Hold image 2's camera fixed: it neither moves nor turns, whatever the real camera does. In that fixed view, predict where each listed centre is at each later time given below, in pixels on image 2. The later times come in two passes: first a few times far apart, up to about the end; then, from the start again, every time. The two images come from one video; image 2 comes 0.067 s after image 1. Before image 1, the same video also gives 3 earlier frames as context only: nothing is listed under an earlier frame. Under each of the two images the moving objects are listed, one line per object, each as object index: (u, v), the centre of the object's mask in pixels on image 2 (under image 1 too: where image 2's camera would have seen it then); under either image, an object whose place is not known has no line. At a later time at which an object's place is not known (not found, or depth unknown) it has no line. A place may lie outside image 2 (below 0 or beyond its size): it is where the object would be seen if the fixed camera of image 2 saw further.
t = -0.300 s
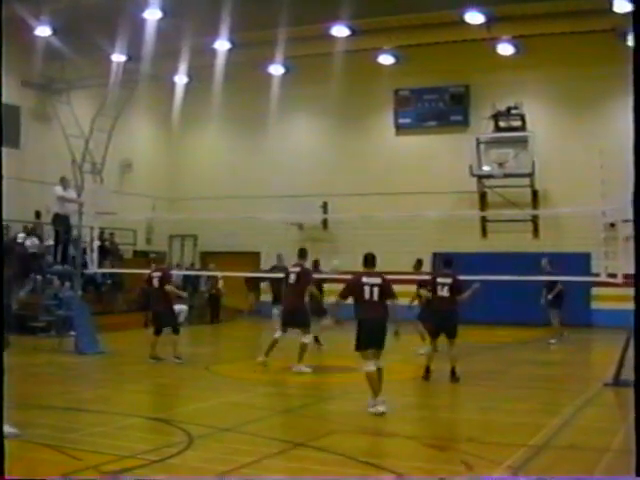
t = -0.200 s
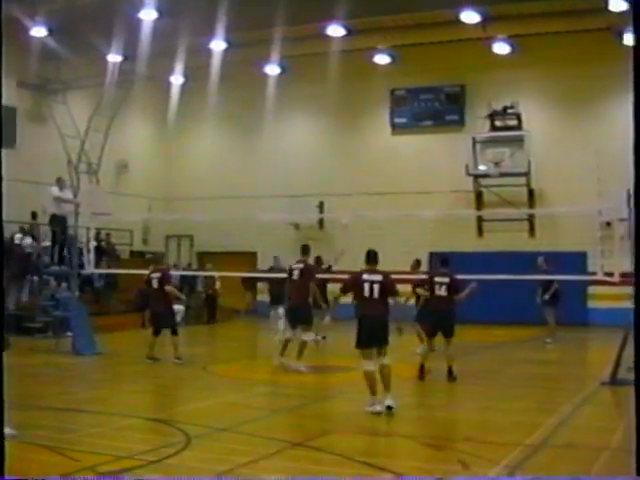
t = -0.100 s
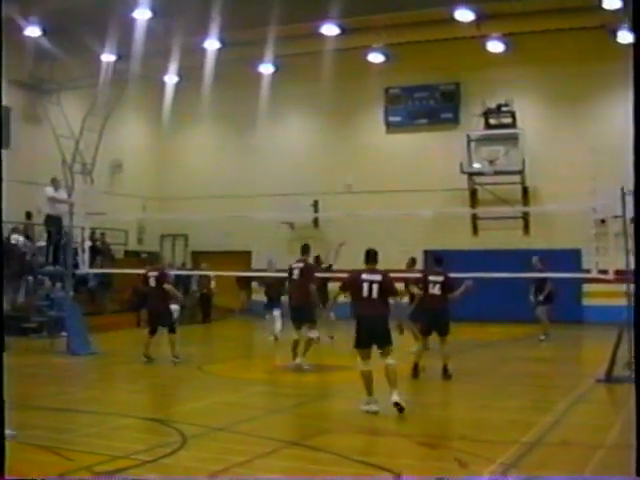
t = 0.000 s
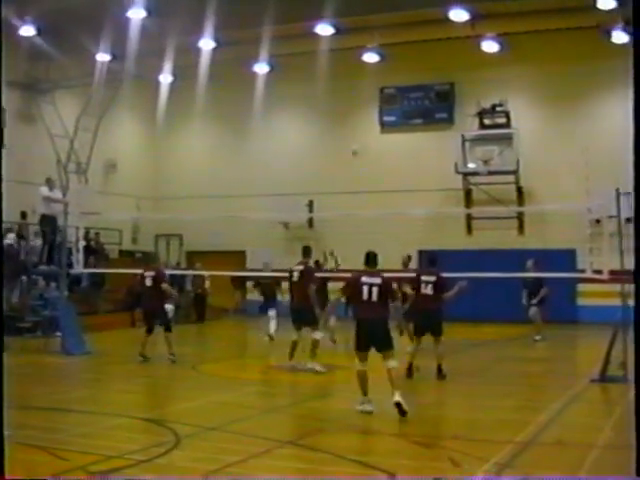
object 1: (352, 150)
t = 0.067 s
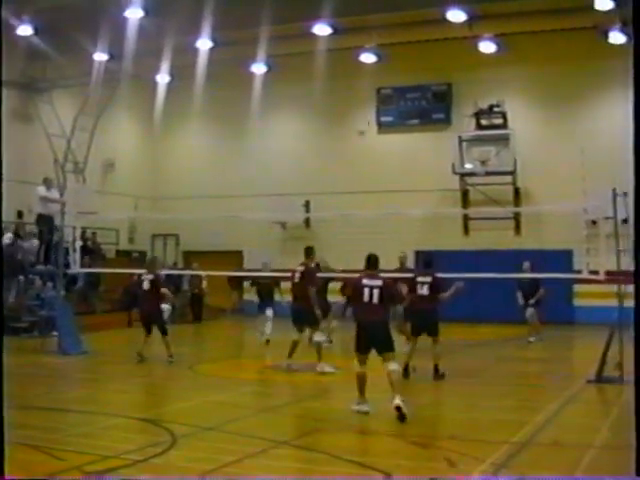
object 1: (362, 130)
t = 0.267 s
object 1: (386, 81)
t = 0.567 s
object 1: (425, 45)
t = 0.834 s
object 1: (463, 55)
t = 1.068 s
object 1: (499, 98)
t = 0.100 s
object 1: (365, 121)
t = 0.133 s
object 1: (367, 112)
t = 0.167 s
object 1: (373, 103)
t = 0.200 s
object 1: (378, 96)
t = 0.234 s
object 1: (382, 89)
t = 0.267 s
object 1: (386, 81)
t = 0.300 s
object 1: (390, 73)
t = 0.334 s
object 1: (394, 67)
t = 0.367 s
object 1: (398, 63)
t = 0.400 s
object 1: (402, 58)
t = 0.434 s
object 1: (407, 55)
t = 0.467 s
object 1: (412, 53)
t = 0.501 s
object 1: (416, 50)
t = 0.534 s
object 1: (420, 48)
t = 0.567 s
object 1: (425, 45)
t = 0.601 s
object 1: (430, 45)
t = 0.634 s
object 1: (434, 44)
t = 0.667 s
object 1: (439, 45)
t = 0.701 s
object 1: (443, 45)
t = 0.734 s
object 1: (449, 47)
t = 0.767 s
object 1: (453, 49)
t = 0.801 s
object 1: (458, 52)
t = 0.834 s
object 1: (463, 55)
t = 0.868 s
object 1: (468, 59)
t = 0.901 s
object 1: (473, 63)
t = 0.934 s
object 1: (477, 69)
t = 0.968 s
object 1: (483, 75)
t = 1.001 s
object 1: (488, 83)
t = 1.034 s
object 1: (493, 92)
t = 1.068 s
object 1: (499, 98)
